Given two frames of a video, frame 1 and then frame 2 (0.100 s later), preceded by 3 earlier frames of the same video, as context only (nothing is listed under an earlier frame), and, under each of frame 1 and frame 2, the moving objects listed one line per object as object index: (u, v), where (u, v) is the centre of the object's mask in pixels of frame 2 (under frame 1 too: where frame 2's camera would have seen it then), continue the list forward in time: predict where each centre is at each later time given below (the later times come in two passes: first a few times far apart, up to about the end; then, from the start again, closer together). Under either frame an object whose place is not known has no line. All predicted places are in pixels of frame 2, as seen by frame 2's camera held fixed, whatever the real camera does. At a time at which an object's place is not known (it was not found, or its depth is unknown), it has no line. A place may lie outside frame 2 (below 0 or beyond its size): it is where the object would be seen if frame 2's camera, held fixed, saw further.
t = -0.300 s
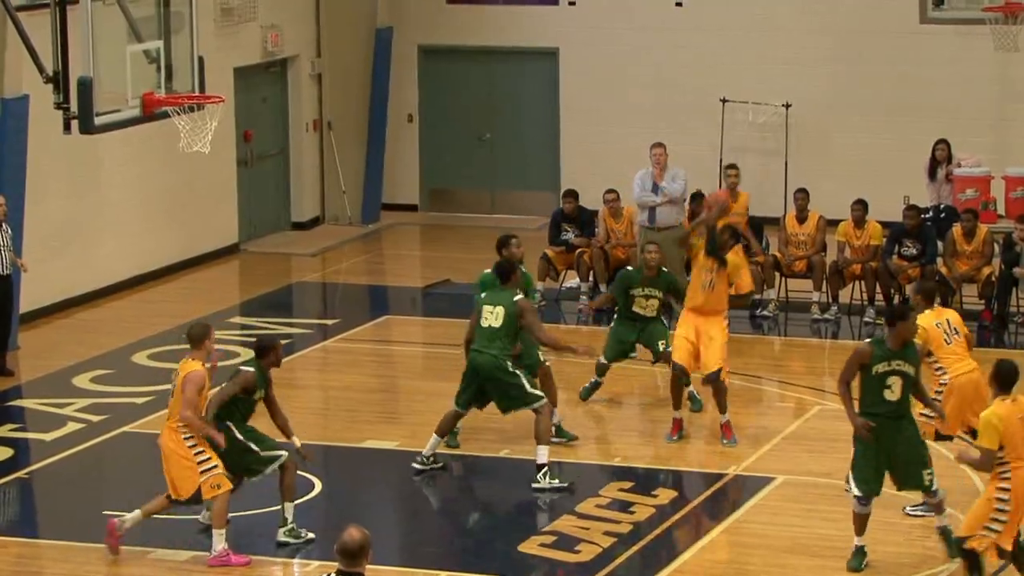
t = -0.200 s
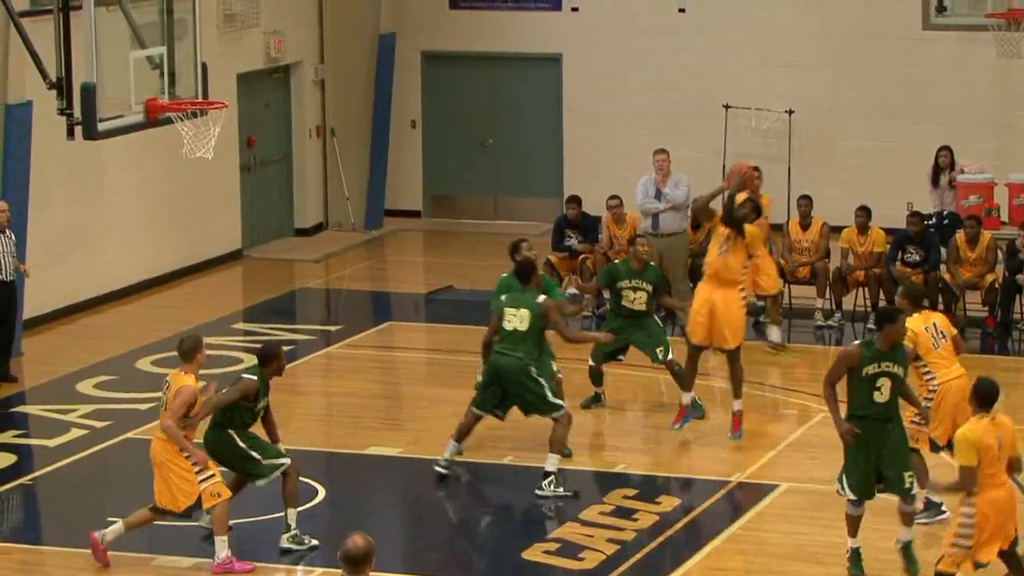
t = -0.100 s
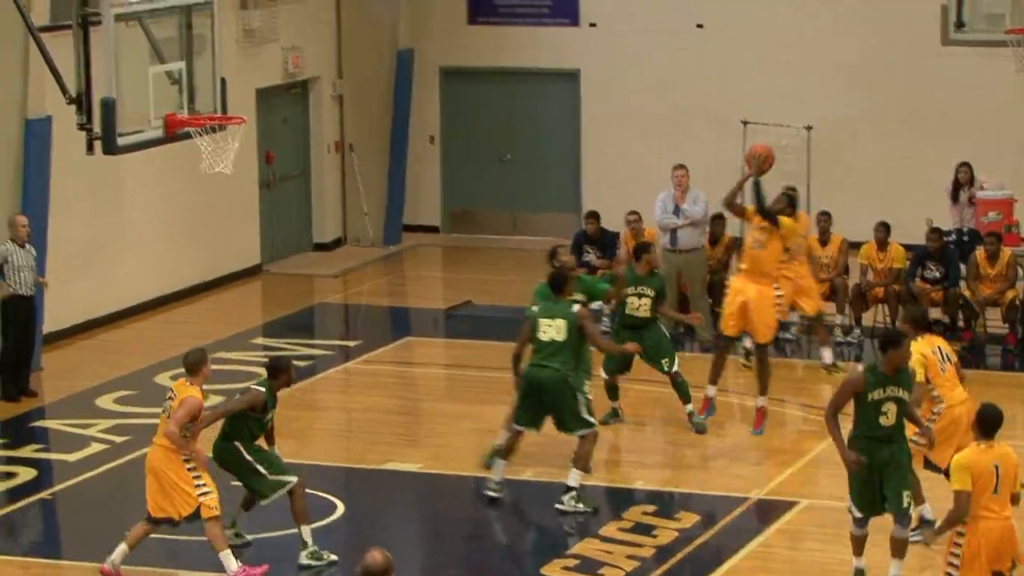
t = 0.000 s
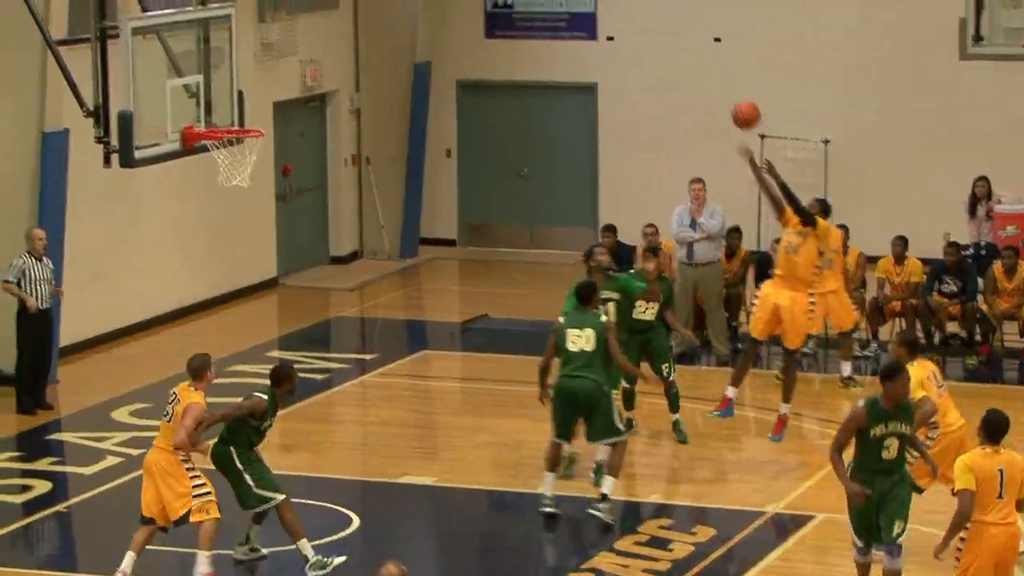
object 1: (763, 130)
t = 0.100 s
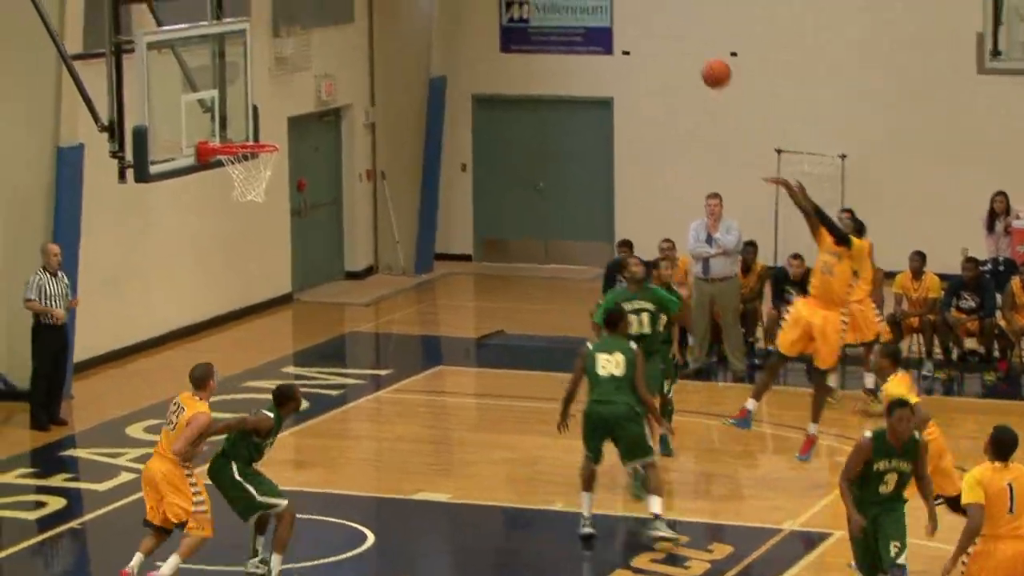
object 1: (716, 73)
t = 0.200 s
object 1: (669, 28)
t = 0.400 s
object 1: (574, -23)
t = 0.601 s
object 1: (478, -31)
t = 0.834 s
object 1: (364, 27)
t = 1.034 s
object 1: (269, 134)
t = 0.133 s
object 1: (701, 57)
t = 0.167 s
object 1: (685, 42)
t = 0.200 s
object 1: (669, 28)
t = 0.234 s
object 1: (654, 16)
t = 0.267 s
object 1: (638, 5)
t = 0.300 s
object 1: (622, -5)
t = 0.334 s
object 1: (606, -13)
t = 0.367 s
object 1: (591, -18)
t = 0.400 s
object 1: (574, -23)
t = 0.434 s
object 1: (559, -28)
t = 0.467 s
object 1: (542, -30)
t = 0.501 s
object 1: (527, -34)
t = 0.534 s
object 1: (509, -36)
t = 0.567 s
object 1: (494, -35)
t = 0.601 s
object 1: (478, -31)
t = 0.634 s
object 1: (461, -28)
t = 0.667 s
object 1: (445, -23)
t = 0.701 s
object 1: (428, -15)
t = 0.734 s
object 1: (413, -7)
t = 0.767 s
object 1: (396, 3)
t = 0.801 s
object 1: (381, 14)
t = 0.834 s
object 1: (364, 27)
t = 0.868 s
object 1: (347, 41)
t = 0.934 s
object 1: (316, 74)
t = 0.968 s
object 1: (298, 91)
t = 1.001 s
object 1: (285, 112)
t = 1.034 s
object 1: (269, 134)
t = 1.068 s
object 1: (257, 139)
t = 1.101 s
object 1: (245, 155)
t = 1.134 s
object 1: (230, 165)
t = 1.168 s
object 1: (227, 171)
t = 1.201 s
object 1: (226, 175)
